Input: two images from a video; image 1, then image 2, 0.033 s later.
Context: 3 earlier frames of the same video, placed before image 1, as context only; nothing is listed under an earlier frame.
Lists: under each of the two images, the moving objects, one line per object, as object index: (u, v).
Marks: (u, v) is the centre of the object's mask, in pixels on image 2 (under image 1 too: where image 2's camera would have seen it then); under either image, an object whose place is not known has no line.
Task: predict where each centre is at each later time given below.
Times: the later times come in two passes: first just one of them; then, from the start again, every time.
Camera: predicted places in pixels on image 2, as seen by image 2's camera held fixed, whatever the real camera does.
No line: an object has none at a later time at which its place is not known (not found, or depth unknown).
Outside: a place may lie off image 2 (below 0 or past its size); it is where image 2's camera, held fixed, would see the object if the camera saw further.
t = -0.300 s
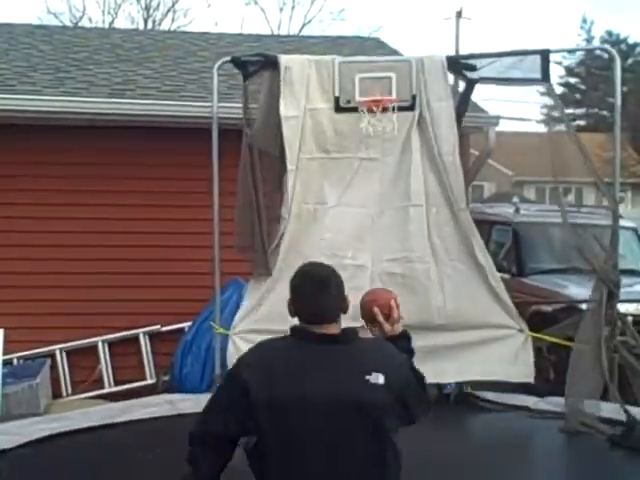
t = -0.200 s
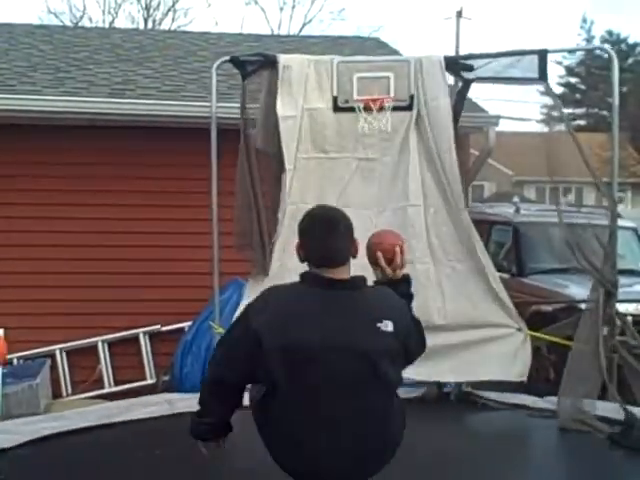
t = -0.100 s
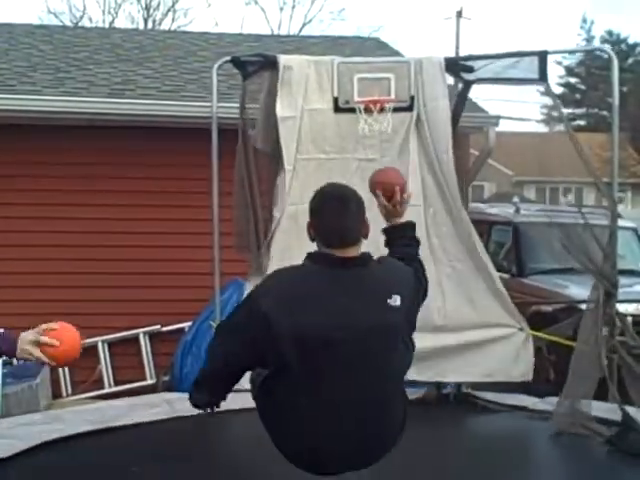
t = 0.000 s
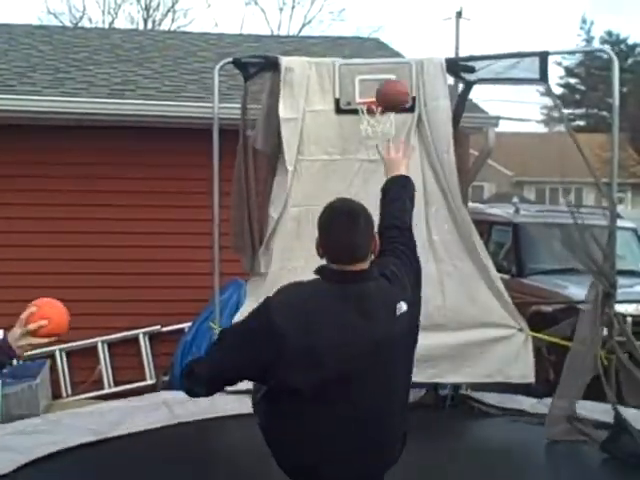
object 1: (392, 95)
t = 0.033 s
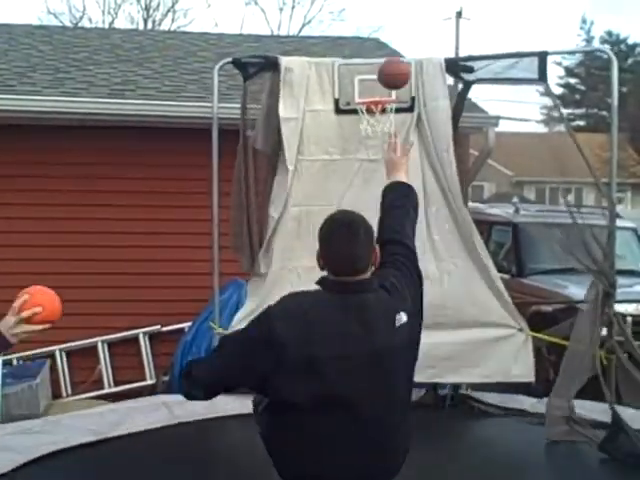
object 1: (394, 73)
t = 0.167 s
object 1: (399, 26)
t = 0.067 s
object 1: (396, 56)
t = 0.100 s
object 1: (397, 43)
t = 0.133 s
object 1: (398, 32)
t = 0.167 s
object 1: (399, 26)
